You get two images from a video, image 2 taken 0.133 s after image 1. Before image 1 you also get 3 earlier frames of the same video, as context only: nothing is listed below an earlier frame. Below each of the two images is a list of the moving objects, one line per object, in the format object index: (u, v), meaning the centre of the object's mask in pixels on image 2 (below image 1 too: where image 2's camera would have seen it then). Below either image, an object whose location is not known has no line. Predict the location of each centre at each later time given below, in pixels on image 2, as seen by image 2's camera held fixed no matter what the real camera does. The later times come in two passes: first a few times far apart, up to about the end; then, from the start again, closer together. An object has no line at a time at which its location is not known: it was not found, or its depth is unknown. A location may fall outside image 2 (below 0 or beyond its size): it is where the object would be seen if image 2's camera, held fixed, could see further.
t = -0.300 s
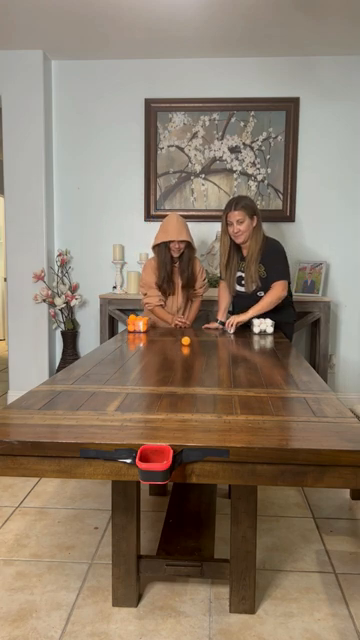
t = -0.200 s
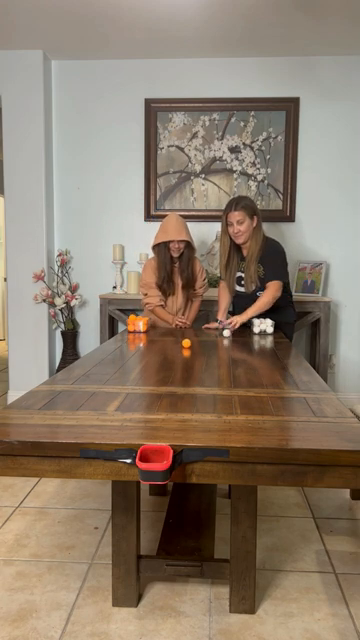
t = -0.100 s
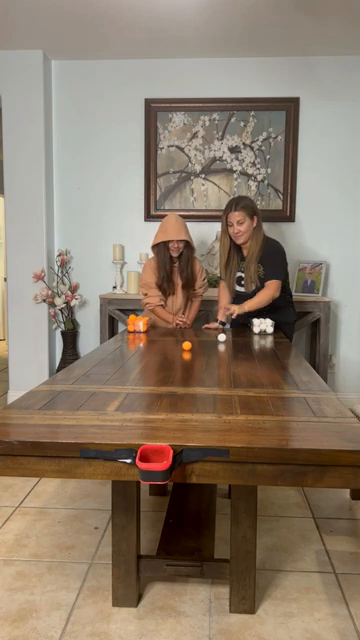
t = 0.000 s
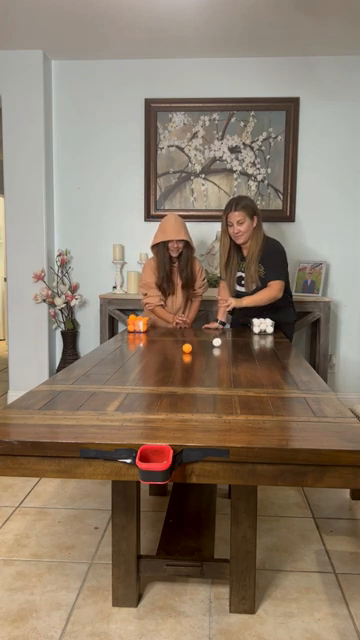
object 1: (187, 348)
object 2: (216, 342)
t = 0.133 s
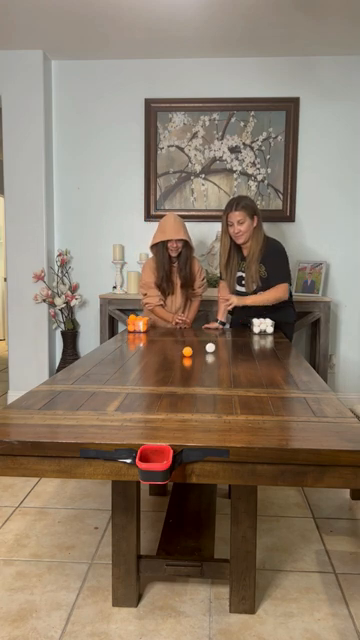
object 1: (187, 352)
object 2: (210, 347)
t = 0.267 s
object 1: (187, 355)
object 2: (204, 353)
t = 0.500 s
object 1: (182, 363)
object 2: (197, 363)
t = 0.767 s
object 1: (171, 372)
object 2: (196, 377)
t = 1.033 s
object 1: (156, 383)
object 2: (193, 394)
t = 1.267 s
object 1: (140, 394)
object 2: (191, 412)
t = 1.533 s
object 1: (118, 408)
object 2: (187, 447)
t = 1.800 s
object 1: (89, 426)
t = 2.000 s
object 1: (61, 481)
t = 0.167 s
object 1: (187, 353)
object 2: (208, 349)
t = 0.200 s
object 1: (187, 354)
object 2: (207, 350)
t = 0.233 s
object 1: (187, 355)
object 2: (205, 352)
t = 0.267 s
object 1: (187, 355)
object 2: (204, 353)
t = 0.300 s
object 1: (187, 357)
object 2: (202, 355)
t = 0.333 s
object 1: (187, 357)
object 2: (200, 356)
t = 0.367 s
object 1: (187, 359)
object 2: (199, 357)
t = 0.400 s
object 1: (186, 359)
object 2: (197, 359)
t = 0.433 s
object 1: (185, 360)
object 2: (197, 360)
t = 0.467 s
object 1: (183, 361)
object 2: (197, 362)
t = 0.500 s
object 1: (182, 363)
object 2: (197, 363)
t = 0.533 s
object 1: (181, 364)
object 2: (197, 365)
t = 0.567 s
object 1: (179, 365)
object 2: (197, 367)
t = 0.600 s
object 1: (178, 366)
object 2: (197, 368)
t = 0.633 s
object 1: (177, 367)
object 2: (197, 370)
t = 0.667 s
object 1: (175, 368)
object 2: (196, 372)
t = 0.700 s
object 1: (174, 370)
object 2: (196, 373)
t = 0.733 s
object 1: (172, 371)
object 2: (196, 375)
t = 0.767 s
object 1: (171, 372)
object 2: (196, 377)
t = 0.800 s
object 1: (169, 373)
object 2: (196, 379)
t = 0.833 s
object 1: (168, 375)
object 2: (195, 381)
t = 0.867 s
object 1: (166, 376)
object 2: (195, 383)
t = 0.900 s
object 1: (164, 377)
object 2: (195, 385)
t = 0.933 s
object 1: (162, 378)
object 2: (194, 387)
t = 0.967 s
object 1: (160, 380)
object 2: (194, 389)
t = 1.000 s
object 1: (158, 381)
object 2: (194, 391)
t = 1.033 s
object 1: (156, 383)
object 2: (193, 394)
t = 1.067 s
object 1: (154, 384)
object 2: (193, 396)
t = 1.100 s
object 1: (152, 386)
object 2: (193, 399)
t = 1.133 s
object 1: (150, 387)
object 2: (193, 401)
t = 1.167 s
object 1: (148, 389)
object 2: (192, 404)
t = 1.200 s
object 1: (145, 391)
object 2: (192, 406)
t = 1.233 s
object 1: (143, 392)
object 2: (191, 409)
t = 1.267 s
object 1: (140, 394)
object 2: (191, 412)
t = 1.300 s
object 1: (138, 395)
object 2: (190, 415)
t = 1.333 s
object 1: (135, 397)
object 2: (190, 419)
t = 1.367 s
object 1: (132, 399)
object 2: (189, 422)
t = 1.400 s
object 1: (130, 401)
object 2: (189, 426)
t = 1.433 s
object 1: (127, 403)
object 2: (188, 429)
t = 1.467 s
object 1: (123, 404)
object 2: (188, 433)
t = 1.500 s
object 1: (121, 406)
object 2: (187, 437)
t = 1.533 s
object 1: (118, 408)
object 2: (187, 447)
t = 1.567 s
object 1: (114, 410)
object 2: (186, 462)
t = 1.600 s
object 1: (111, 412)
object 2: (185, 483)
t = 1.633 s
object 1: (108, 415)
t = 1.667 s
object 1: (104, 417)
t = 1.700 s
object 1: (101, 419)
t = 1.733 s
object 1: (97, 422)
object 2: (181, 624)
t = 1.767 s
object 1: (93, 424)
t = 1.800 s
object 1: (89, 426)
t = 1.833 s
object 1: (85, 429)
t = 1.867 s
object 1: (80, 431)
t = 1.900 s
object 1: (76, 436)
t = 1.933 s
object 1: (71, 446)
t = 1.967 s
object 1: (66, 461)
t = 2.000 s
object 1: (61, 481)
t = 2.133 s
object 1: (42, 620)
